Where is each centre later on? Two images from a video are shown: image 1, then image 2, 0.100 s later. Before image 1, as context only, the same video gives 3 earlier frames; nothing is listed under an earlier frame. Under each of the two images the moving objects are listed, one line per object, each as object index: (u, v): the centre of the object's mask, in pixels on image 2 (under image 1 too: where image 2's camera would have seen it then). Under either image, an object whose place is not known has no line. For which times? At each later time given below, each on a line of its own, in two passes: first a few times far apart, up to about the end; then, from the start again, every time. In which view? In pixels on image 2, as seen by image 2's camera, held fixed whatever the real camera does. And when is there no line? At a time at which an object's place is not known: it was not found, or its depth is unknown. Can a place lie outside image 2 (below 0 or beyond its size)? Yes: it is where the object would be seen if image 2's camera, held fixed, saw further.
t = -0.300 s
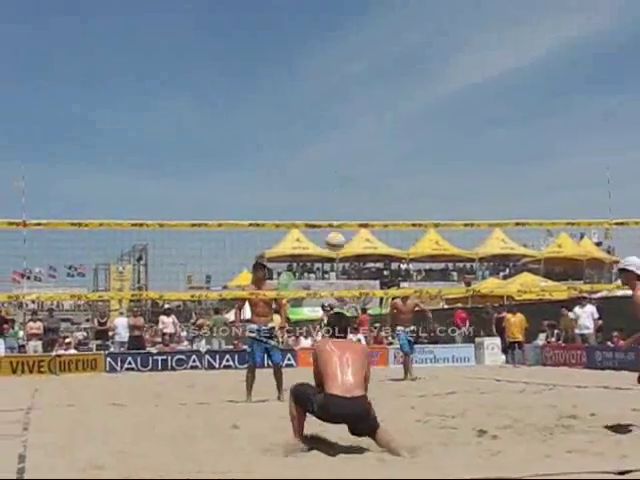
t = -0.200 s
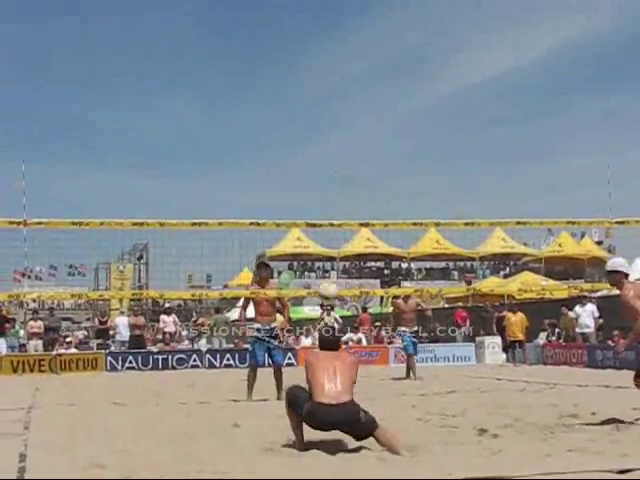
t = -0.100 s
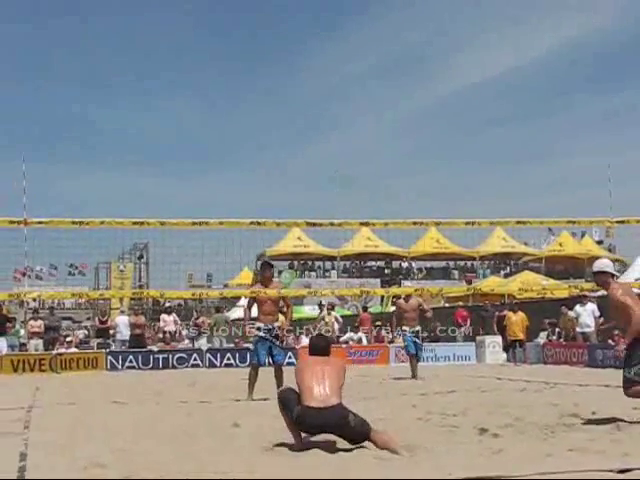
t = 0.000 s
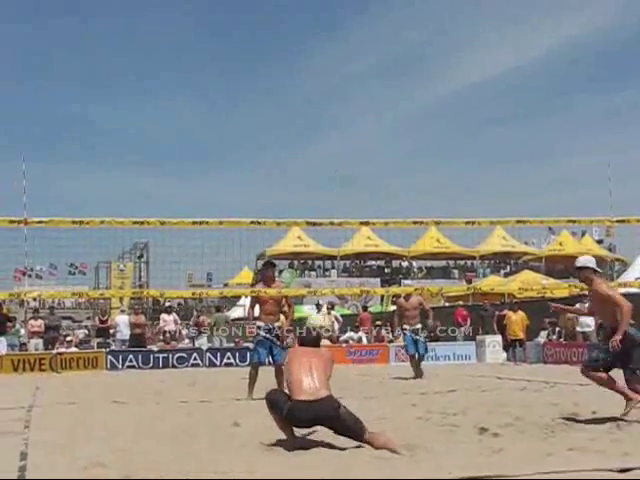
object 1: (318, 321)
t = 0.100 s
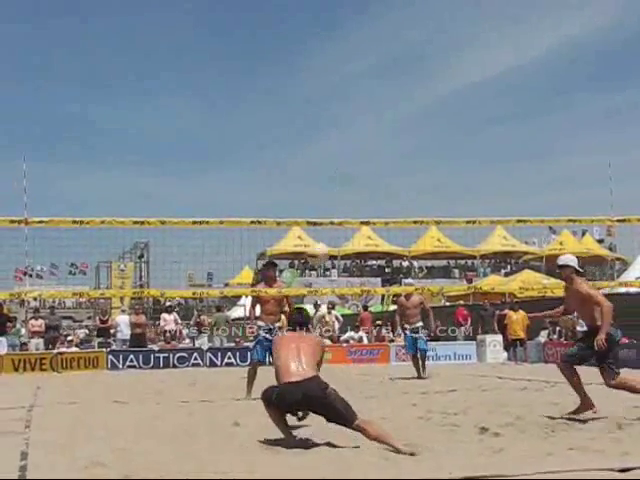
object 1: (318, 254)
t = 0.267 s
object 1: (317, 166)
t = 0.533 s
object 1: (321, 98)
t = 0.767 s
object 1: (327, 95)
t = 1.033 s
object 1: (334, 148)
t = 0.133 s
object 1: (317, 233)
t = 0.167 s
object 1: (317, 213)
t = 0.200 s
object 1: (317, 197)
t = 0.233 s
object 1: (317, 181)
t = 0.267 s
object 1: (317, 166)
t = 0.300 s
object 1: (318, 154)
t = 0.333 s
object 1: (318, 142)
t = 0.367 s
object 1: (319, 131)
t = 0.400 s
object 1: (320, 122)
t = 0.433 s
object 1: (319, 115)
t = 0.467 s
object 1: (320, 108)
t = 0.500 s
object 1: (320, 102)
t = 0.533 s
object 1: (321, 98)
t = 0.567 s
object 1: (322, 94)
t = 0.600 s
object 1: (323, 92)
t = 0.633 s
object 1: (323, 91)
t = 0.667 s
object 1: (324, 90)
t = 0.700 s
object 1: (325, 91)
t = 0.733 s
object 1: (326, 93)
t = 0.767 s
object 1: (327, 95)
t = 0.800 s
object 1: (328, 99)
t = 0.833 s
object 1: (329, 103)
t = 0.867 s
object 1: (330, 108)
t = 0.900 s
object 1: (331, 115)
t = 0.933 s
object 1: (332, 122)
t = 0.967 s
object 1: (332, 130)
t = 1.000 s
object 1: (333, 139)
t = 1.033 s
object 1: (334, 148)
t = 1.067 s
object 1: (336, 159)
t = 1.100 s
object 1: (336, 170)
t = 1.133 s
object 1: (338, 182)
